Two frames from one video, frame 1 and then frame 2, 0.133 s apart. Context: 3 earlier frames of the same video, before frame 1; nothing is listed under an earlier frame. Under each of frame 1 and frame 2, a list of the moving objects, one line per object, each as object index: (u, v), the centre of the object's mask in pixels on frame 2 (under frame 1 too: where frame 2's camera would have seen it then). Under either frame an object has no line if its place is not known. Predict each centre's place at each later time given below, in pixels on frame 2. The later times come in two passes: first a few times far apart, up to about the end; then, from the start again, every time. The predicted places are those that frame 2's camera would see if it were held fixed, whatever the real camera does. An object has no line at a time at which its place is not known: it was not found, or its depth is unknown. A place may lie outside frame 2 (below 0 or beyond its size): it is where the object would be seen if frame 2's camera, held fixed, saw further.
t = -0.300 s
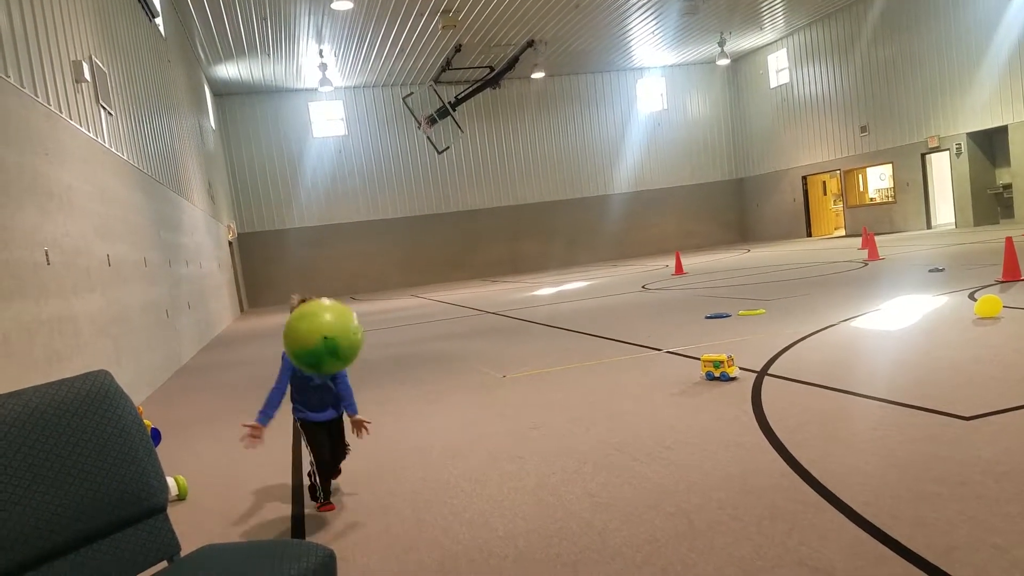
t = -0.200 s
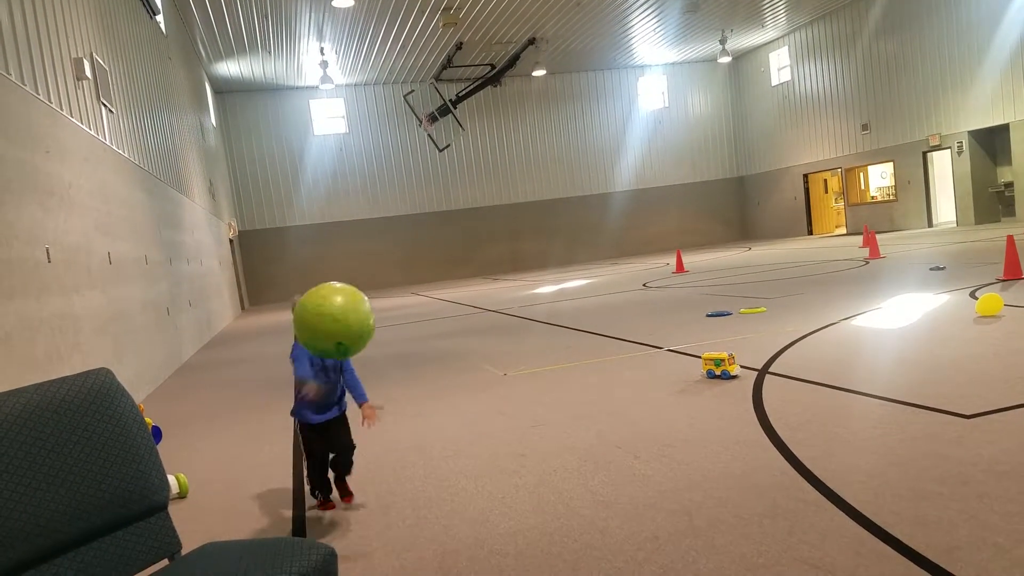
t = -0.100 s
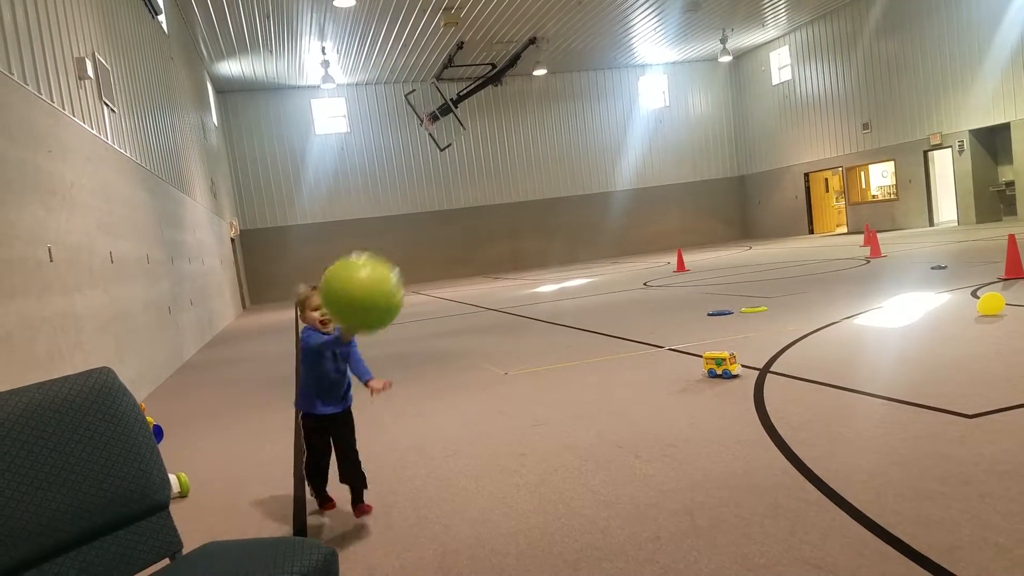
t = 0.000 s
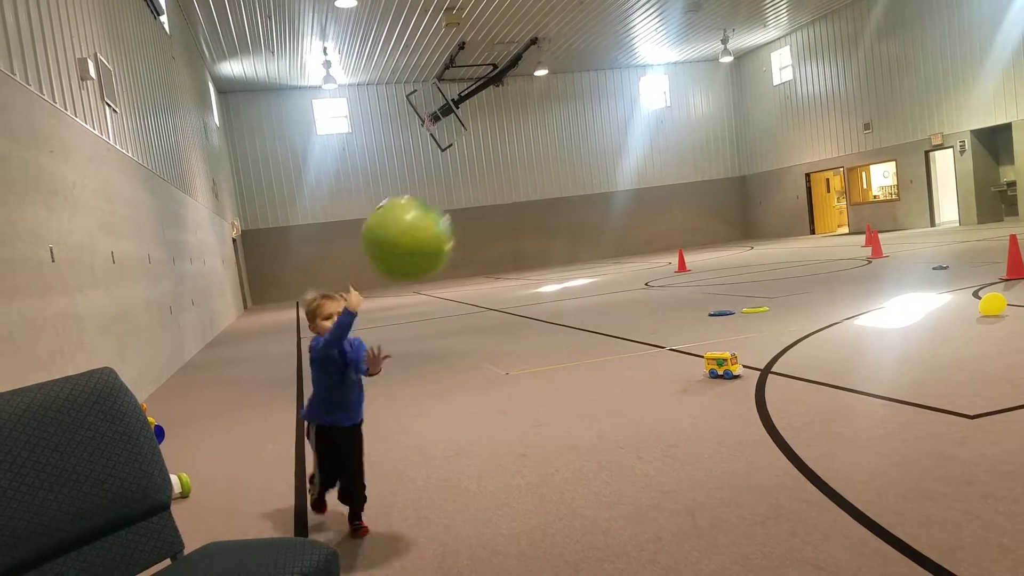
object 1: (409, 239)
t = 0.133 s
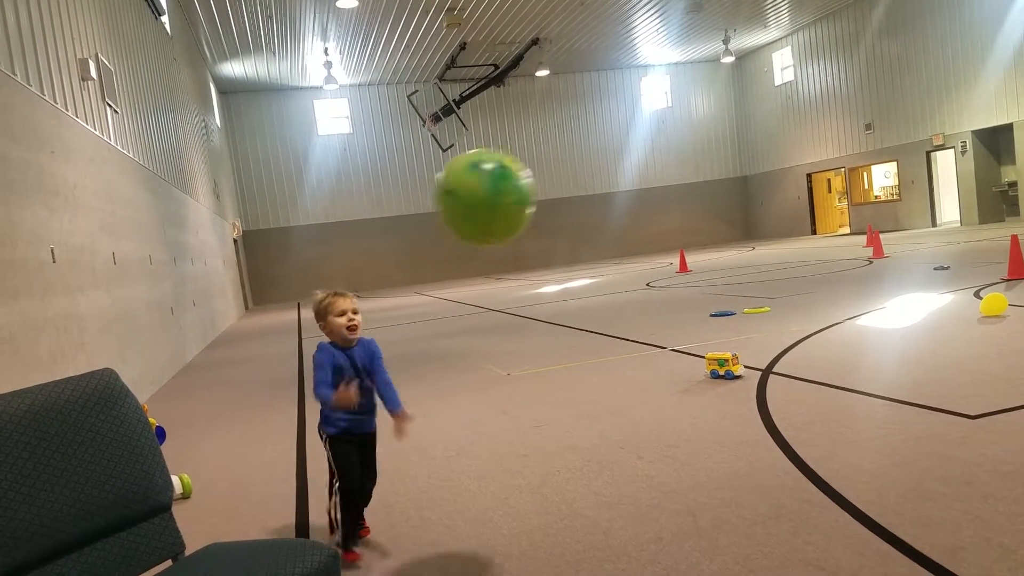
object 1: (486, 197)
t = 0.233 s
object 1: (559, 196)
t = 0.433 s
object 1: (754, 327)
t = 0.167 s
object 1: (509, 193)
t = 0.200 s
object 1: (533, 192)
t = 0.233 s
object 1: (559, 196)
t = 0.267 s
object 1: (587, 206)
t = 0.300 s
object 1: (617, 219)
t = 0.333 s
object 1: (647, 236)
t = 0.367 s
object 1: (680, 259)
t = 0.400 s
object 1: (717, 289)
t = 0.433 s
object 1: (754, 327)
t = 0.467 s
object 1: (797, 373)
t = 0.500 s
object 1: (842, 427)
